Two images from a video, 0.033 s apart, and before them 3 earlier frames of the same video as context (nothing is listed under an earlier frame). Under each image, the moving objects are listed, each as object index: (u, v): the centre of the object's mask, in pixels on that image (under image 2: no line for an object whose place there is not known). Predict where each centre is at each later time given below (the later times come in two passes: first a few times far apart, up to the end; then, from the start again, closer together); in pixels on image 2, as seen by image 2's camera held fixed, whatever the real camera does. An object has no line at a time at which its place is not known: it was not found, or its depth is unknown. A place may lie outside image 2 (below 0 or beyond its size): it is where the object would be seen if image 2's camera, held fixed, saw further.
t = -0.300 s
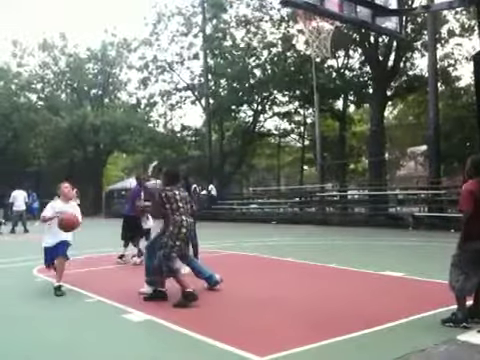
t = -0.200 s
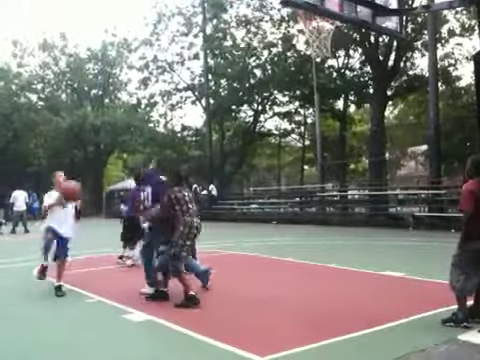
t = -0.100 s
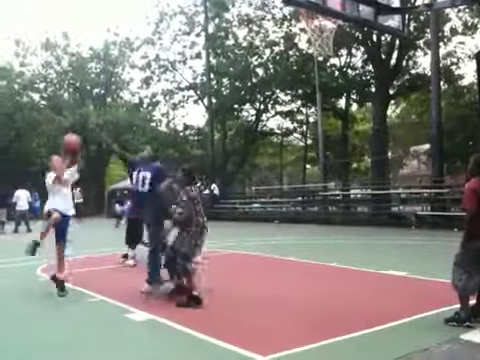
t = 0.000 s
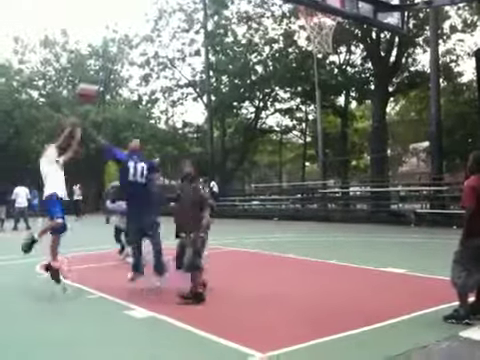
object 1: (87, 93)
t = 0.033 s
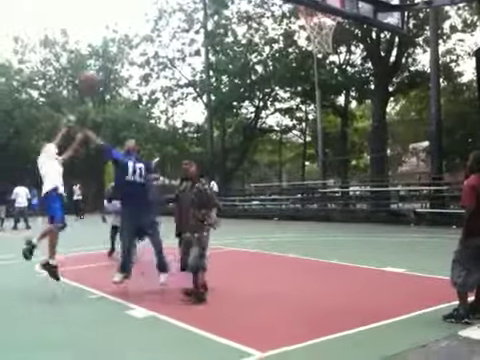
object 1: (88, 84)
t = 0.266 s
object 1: (130, 15)
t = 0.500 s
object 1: (173, -3)
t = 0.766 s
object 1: (227, 33)
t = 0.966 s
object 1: (268, 110)
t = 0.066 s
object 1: (97, 70)
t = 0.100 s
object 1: (102, 56)
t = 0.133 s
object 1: (107, 48)
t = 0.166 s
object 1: (112, 38)
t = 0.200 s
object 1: (118, 29)
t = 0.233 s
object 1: (124, 22)
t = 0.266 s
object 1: (130, 15)
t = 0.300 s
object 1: (136, 9)
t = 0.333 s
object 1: (142, 3)
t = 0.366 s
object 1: (147, 0)
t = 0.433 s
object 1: (160, -2)
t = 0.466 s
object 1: (166, -3)
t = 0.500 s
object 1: (173, -3)
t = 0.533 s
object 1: (178, -3)
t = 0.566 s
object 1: (185, -1)
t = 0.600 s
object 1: (192, 3)
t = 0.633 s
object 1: (199, 8)
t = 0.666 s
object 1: (206, 11)
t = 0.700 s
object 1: (213, 19)
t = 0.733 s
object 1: (218, 26)
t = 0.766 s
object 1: (227, 33)
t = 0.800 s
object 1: (232, 44)
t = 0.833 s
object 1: (237, 51)
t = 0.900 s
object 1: (255, 78)
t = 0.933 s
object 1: (261, 95)
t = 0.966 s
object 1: (268, 110)
